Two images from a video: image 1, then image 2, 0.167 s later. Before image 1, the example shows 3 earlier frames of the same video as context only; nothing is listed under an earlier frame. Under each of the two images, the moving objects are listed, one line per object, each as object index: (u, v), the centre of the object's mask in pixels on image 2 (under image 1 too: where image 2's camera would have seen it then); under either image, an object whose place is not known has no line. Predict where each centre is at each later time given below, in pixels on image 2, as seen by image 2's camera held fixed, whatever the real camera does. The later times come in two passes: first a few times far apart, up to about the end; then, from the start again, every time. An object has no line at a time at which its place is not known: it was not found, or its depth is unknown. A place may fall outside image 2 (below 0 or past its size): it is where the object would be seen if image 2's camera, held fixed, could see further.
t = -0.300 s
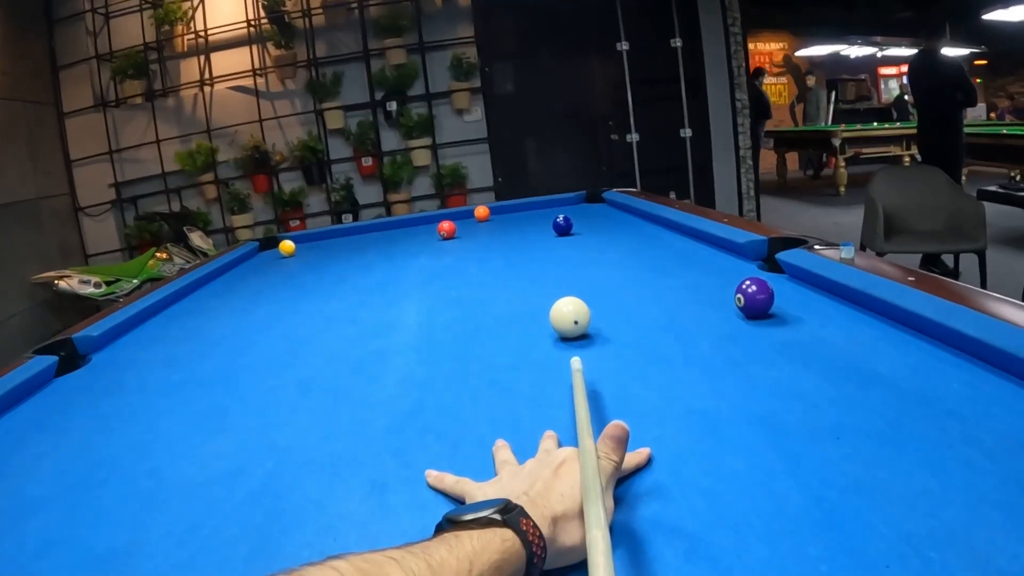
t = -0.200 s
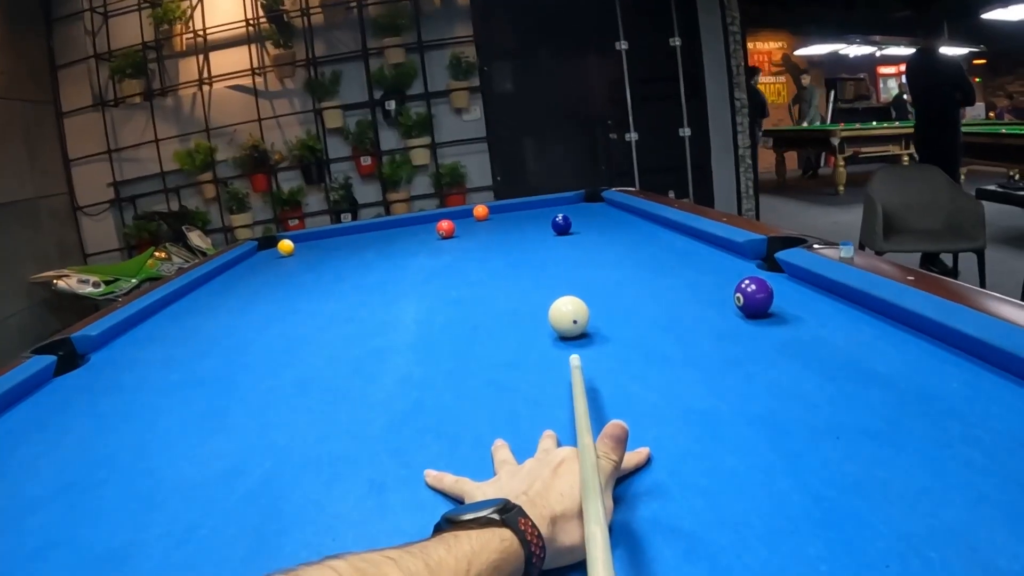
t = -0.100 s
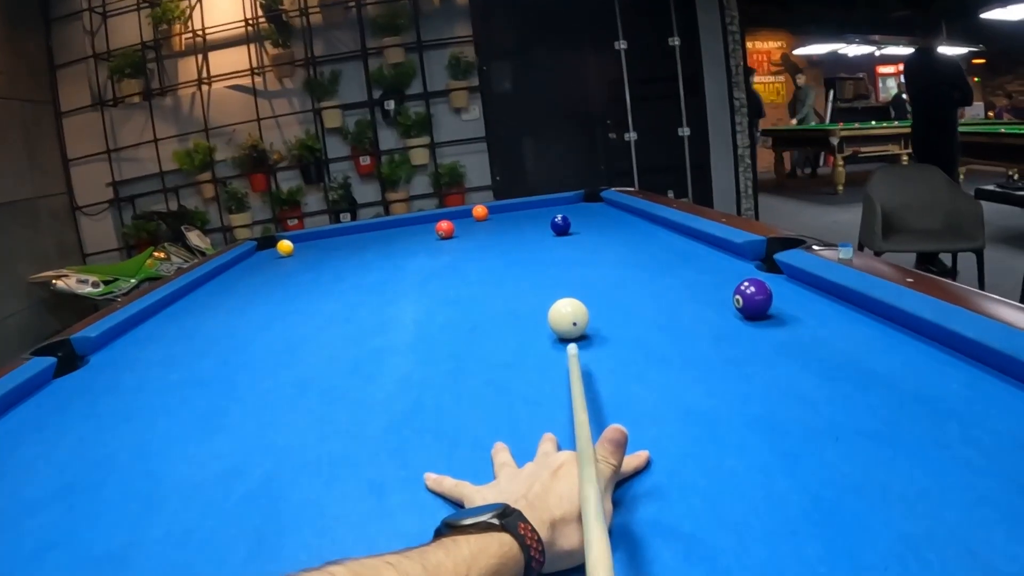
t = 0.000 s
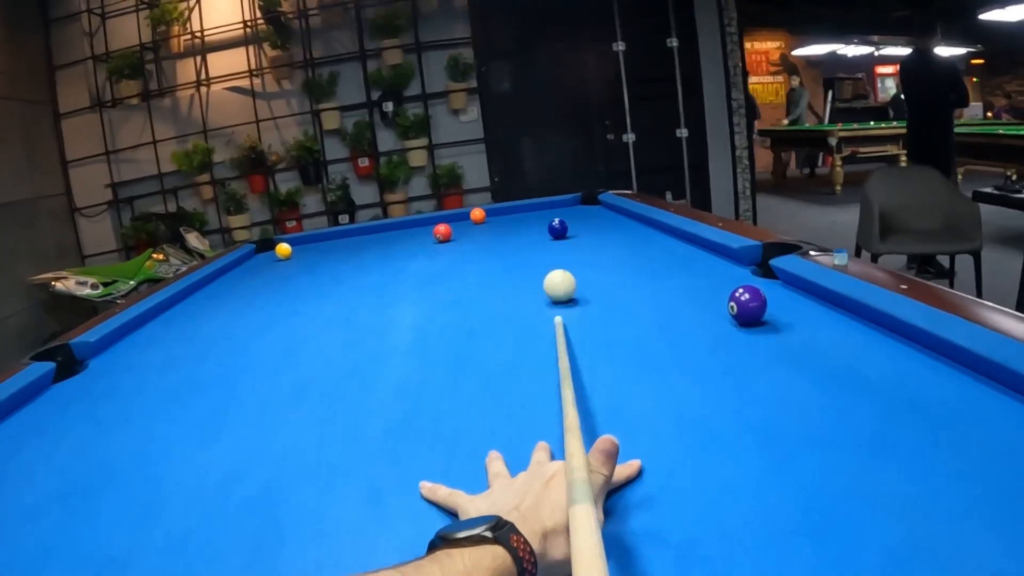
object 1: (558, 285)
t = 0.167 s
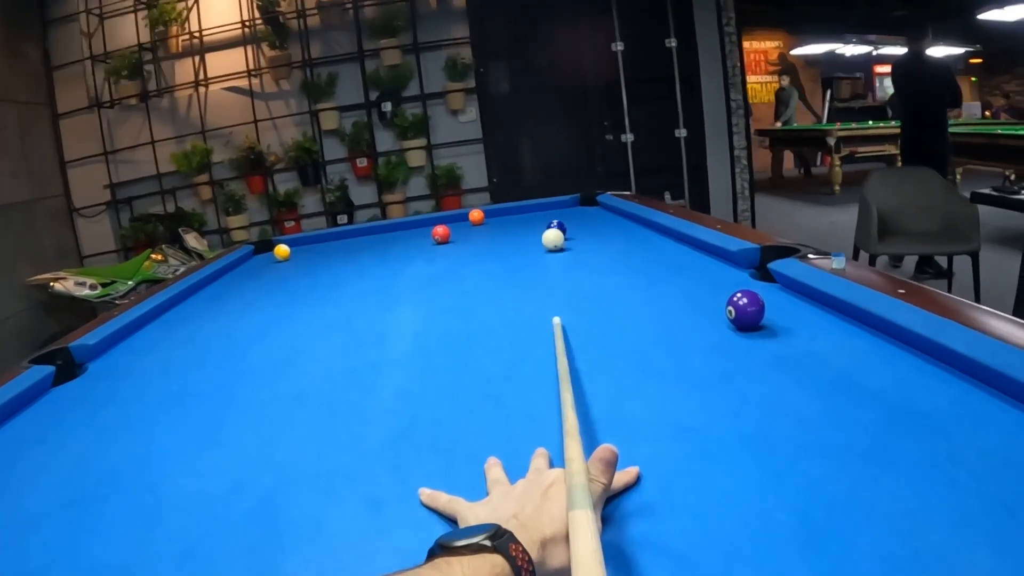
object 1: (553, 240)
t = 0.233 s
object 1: (547, 234)
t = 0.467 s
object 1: (520, 237)
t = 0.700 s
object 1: (496, 239)
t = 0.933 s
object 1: (474, 242)
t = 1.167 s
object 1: (454, 244)
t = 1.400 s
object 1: (434, 247)
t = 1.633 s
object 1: (417, 251)
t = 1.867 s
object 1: (401, 256)
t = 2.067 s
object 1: (391, 270)
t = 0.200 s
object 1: (552, 233)
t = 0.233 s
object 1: (547, 234)
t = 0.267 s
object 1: (542, 234)
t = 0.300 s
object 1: (538, 235)
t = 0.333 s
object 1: (535, 235)
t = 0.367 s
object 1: (531, 235)
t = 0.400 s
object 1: (527, 236)
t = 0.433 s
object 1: (524, 236)
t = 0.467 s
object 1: (520, 237)
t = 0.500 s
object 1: (516, 237)
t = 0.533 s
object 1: (513, 237)
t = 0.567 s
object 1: (509, 238)
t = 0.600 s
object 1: (506, 238)
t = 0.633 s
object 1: (503, 239)
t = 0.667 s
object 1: (499, 239)
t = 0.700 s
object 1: (496, 239)
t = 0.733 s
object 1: (493, 240)
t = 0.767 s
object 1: (489, 240)
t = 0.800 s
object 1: (486, 240)
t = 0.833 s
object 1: (483, 241)
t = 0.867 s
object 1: (480, 241)
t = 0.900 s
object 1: (477, 241)
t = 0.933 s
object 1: (474, 242)
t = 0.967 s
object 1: (471, 242)
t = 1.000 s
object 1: (468, 243)
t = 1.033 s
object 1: (465, 243)
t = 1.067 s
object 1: (462, 243)
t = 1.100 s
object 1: (459, 243)
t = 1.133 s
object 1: (456, 244)
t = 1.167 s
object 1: (454, 244)
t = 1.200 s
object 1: (451, 245)
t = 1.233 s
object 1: (448, 245)
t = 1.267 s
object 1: (445, 245)
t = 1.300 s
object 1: (443, 246)
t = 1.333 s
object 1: (440, 246)
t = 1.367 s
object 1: (437, 247)
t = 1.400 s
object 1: (434, 247)
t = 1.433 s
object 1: (432, 247)
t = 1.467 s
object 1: (429, 248)
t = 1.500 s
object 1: (427, 248)
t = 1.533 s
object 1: (424, 249)
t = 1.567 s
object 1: (422, 250)
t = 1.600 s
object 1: (419, 250)
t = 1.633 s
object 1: (417, 251)
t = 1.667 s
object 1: (414, 252)
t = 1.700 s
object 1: (412, 253)
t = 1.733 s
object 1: (409, 253)
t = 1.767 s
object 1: (407, 254)
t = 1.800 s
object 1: (405, 255)
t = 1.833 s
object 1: (403, 255)
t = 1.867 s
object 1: (401, 256)
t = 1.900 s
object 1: (399, 257)
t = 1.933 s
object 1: (397, 258)
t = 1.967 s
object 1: (396, 260)
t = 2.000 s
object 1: (394, 262)
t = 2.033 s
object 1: (392, 266)
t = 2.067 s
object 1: (391, 270)
